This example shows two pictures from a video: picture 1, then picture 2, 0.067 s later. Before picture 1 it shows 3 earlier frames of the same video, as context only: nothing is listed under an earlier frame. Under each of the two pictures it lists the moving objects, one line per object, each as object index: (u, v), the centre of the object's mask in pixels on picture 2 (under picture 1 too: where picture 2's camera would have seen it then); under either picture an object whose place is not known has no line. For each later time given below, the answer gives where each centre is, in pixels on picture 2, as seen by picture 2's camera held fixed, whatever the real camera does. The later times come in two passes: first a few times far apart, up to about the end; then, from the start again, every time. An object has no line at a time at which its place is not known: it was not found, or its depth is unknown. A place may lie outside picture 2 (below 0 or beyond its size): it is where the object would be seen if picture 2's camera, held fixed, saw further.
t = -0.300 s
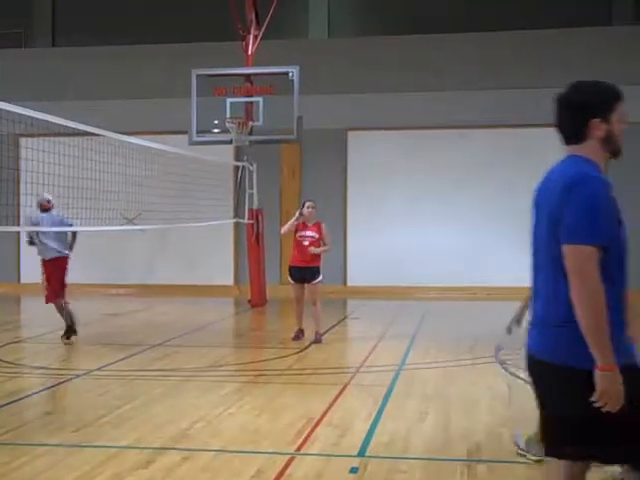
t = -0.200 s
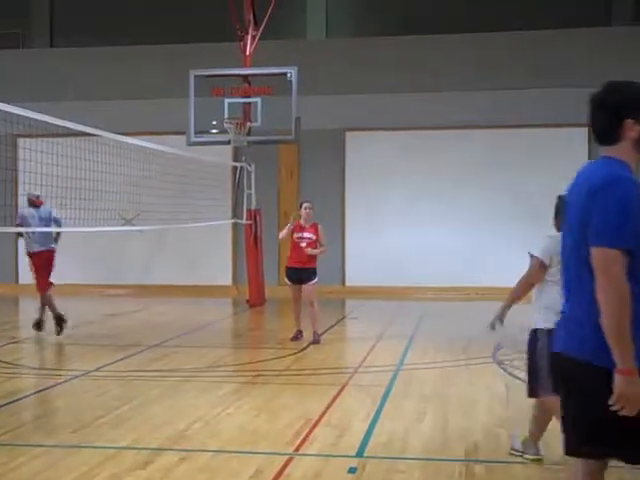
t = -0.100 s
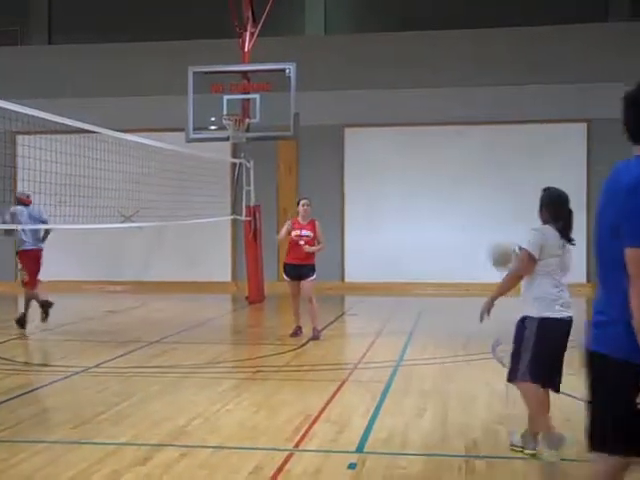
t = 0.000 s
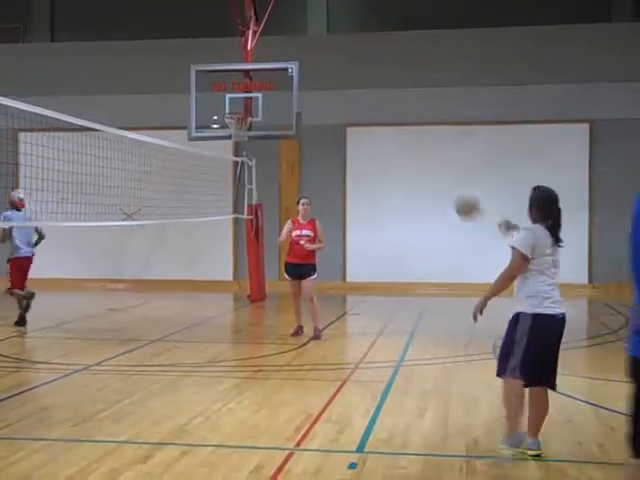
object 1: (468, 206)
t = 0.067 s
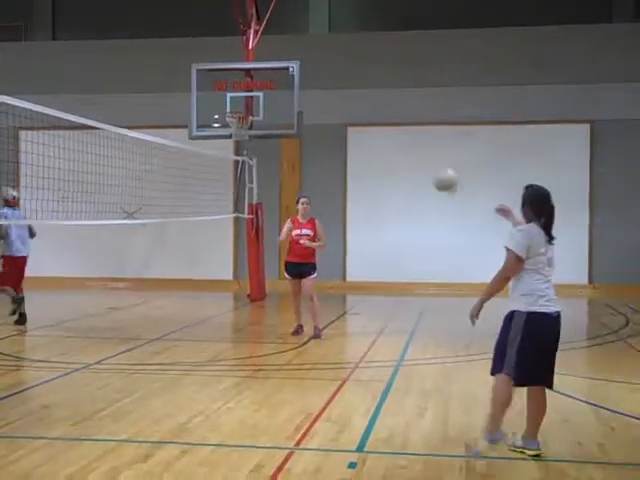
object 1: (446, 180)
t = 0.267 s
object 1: (394, 148)
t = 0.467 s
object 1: (349, 161)
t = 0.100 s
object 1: (436, 171)
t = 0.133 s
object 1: (427, 163)
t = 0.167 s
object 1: (417, 159)
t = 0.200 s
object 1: (409, 154)
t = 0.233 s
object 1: (400, 150)
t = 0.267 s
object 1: (394, 148)
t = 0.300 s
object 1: (385, 148)
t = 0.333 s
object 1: (377, 148)
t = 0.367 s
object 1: (370, 149)
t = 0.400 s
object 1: (363, 152)
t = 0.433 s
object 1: (356, 156)
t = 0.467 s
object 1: (349, 161)
